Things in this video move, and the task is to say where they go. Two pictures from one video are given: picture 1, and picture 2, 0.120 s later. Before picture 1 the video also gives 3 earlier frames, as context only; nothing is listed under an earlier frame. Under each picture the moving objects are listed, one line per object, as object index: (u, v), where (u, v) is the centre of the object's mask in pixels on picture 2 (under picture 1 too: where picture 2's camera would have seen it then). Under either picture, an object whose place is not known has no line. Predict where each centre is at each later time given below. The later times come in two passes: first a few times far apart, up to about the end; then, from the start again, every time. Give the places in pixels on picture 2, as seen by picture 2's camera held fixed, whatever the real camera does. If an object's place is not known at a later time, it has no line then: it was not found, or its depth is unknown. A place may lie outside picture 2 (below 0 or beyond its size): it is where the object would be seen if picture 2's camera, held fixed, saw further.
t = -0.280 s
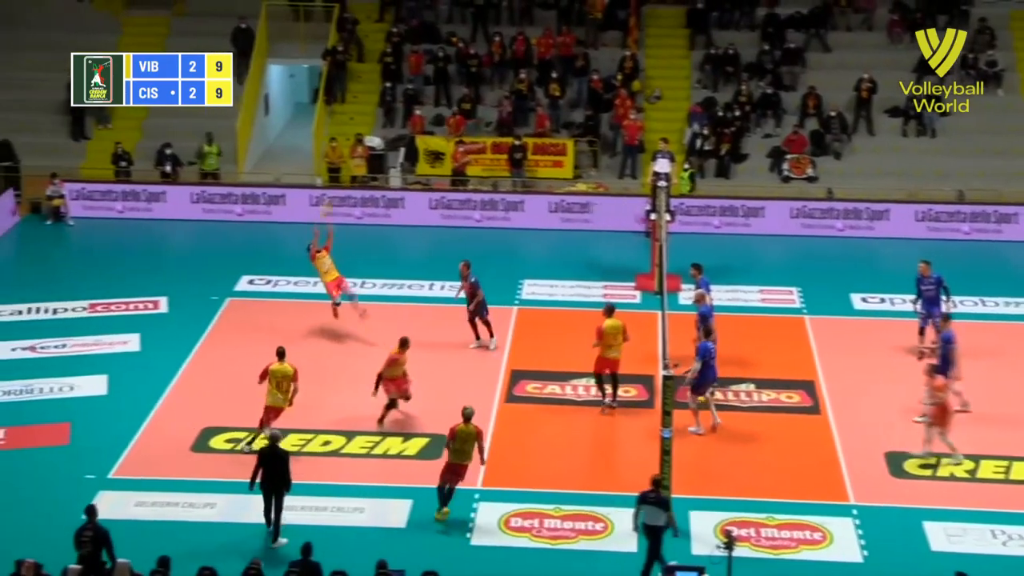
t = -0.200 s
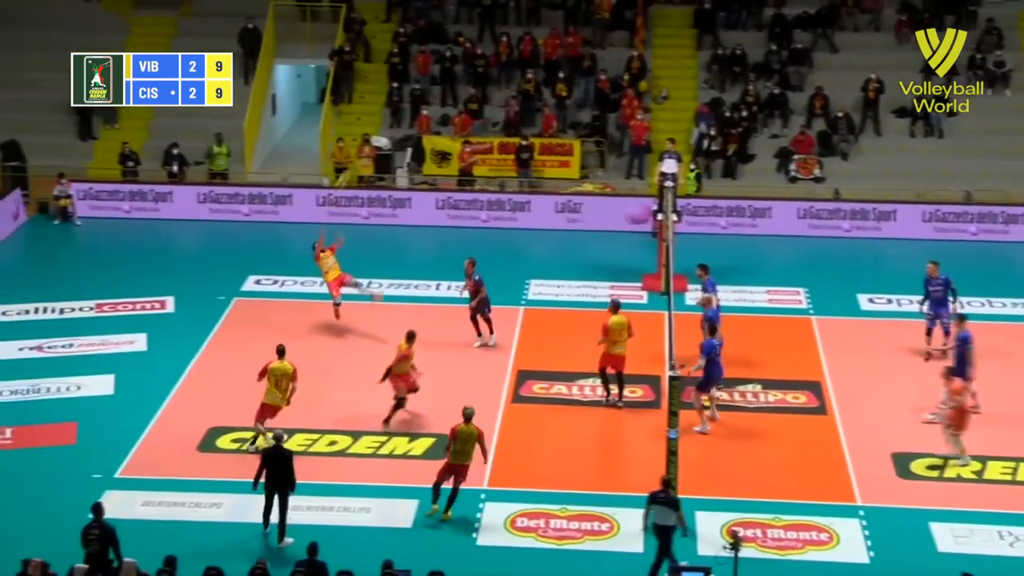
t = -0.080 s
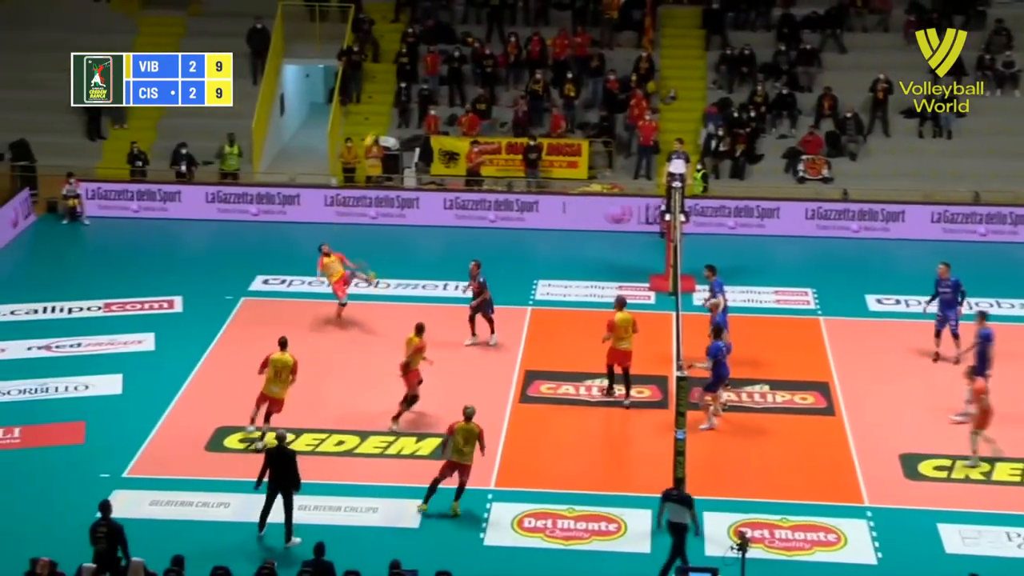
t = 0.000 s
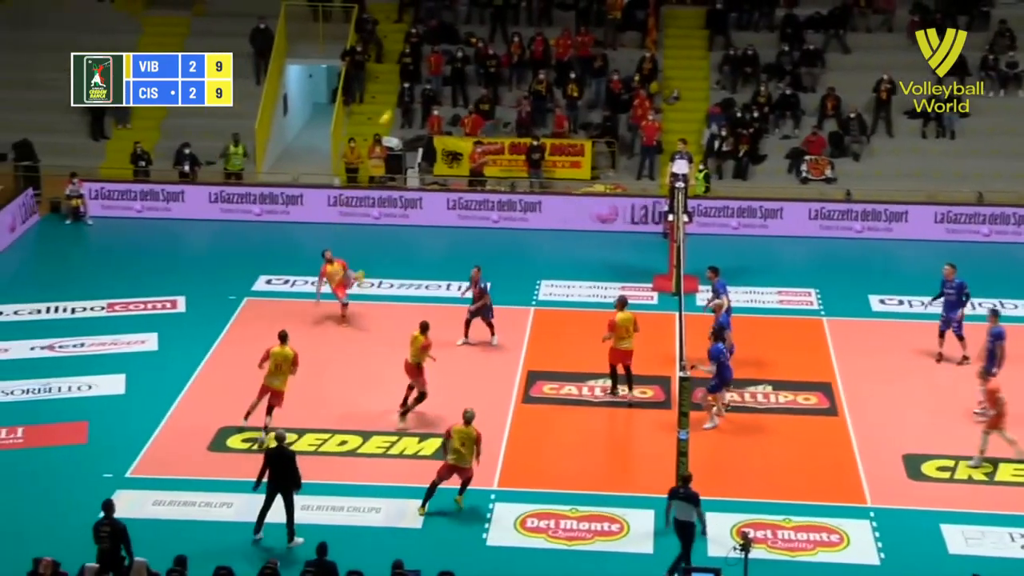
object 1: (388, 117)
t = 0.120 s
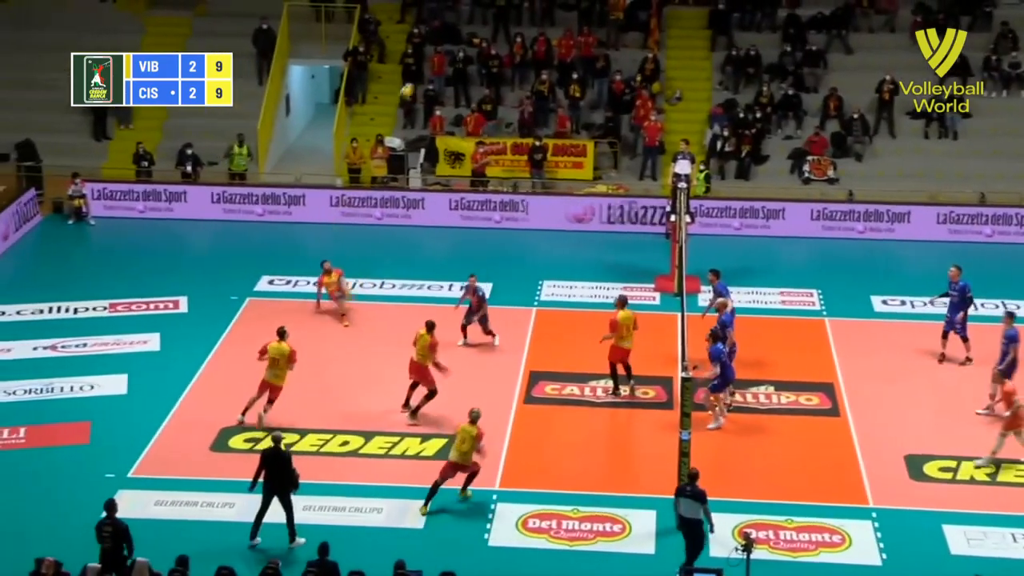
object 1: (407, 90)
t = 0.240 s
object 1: (427, 69)
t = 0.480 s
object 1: (468, 52)
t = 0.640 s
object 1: (496, 57)
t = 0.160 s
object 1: (413, 82)
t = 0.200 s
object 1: (420, 76)
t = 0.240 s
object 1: (427, 69)
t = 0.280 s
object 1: (434, 63)
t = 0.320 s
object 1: (441, 59)
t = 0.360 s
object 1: (448, 56)
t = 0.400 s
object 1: (455, 54)
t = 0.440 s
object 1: (461, 53)
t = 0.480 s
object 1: (468, 52)
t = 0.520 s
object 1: (475, 52)
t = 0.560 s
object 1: (482, 53)
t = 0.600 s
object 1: (489, 55)
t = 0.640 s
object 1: (496, 57)
